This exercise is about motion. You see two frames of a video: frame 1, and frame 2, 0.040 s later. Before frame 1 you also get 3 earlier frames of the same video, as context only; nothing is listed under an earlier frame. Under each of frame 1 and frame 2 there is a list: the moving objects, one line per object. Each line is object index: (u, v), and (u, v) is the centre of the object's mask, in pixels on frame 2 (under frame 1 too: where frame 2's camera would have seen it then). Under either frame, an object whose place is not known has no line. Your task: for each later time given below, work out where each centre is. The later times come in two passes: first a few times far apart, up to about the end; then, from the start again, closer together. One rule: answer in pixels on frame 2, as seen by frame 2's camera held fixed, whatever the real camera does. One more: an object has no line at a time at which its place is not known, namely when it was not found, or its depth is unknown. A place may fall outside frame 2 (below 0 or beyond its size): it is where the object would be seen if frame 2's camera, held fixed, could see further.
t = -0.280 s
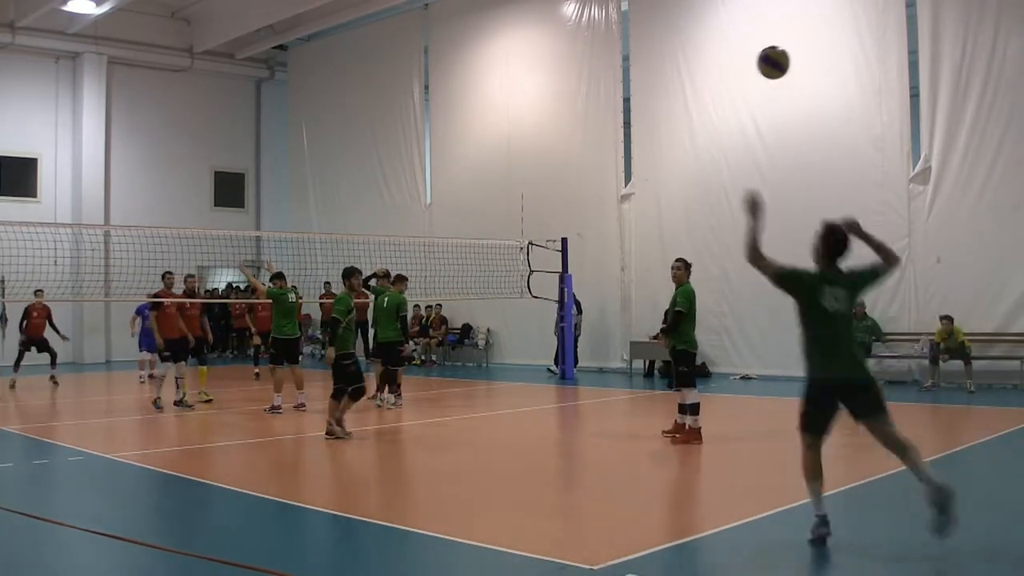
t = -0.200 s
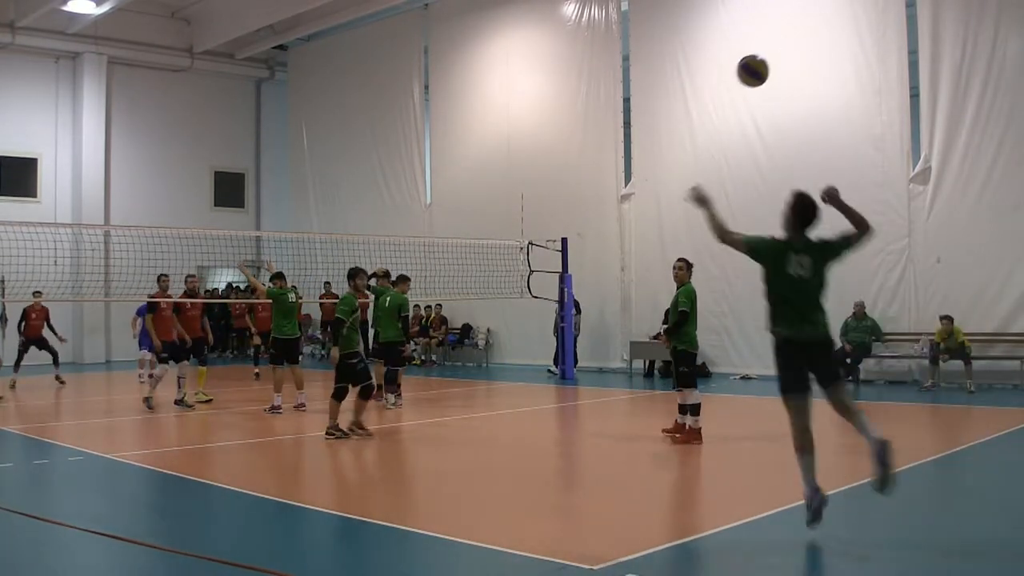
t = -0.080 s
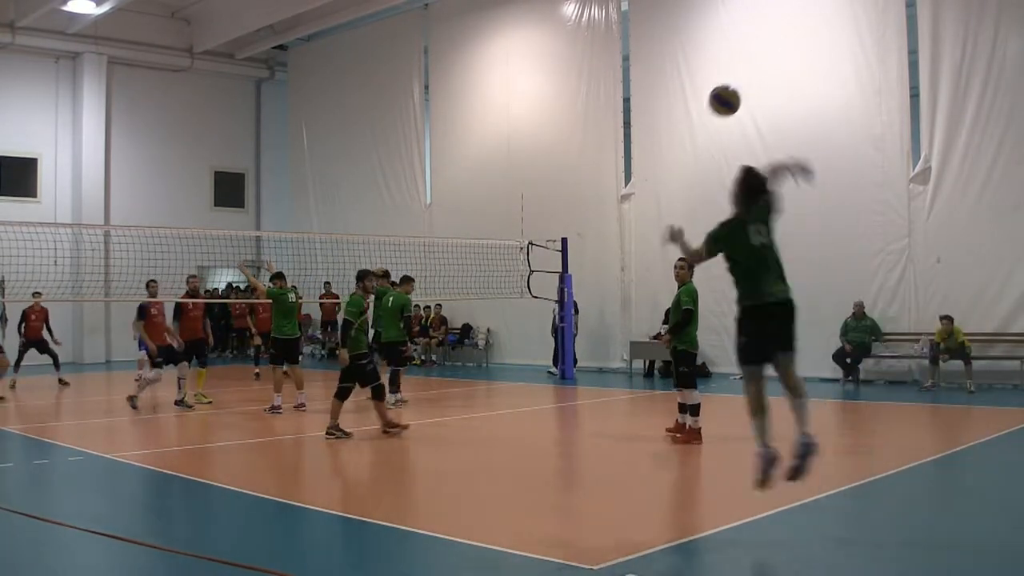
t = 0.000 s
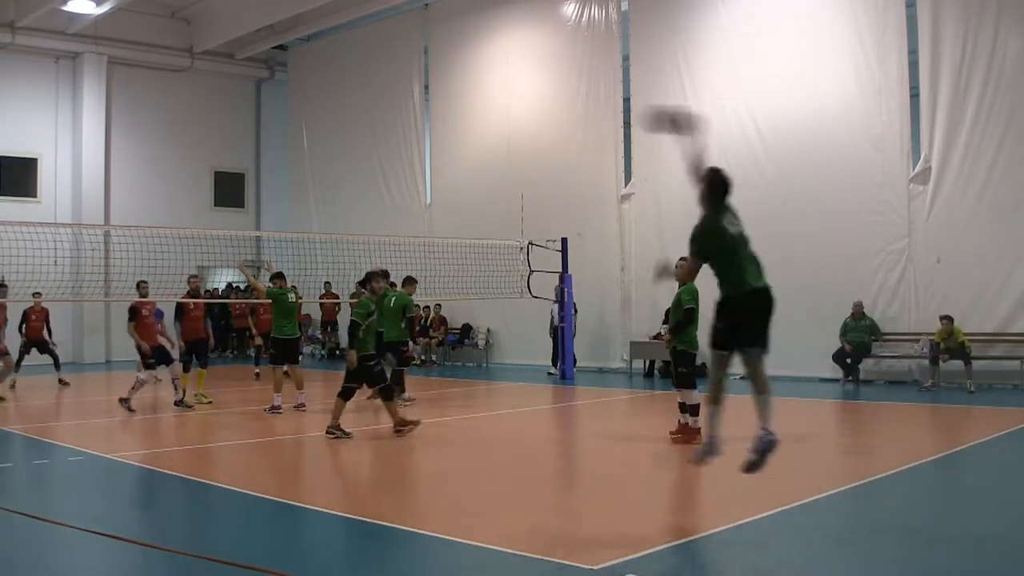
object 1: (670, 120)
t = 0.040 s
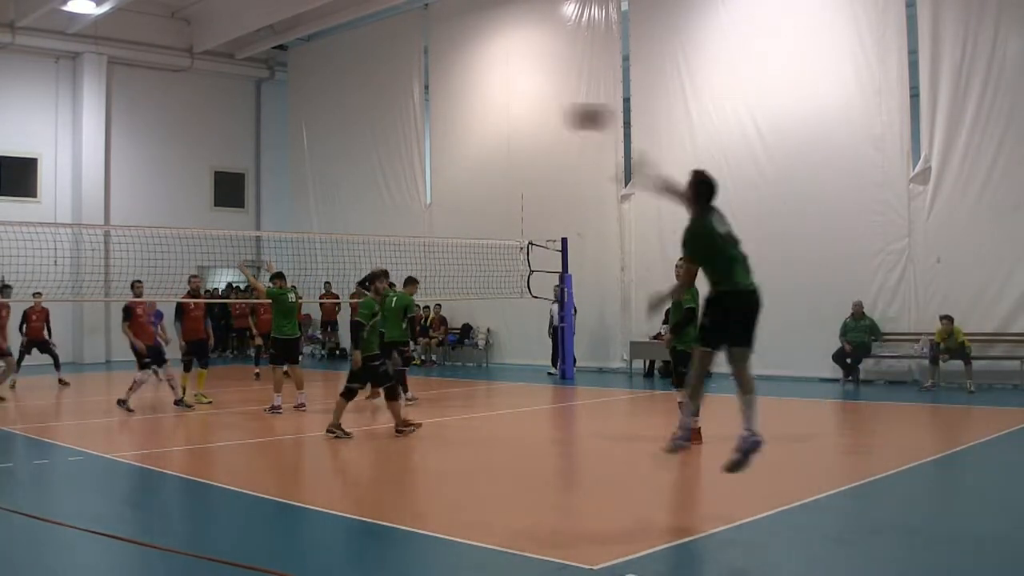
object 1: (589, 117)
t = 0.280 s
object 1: (278, 149)
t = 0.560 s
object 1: (108, 227)
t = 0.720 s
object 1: (117, 250)
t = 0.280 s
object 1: (278, 149)
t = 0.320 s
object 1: (244, 161)
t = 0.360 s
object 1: (214, 170)
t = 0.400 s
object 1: (186, 180)
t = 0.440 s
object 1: (162, 192)
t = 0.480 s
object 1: (140, 206)
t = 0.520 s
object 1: (120, 218)
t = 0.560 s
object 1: (108, 227)
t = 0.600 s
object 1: (110, 231)
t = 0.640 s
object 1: (112, 236)
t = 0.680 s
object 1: (115, 242)
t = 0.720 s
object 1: (117, 250)
